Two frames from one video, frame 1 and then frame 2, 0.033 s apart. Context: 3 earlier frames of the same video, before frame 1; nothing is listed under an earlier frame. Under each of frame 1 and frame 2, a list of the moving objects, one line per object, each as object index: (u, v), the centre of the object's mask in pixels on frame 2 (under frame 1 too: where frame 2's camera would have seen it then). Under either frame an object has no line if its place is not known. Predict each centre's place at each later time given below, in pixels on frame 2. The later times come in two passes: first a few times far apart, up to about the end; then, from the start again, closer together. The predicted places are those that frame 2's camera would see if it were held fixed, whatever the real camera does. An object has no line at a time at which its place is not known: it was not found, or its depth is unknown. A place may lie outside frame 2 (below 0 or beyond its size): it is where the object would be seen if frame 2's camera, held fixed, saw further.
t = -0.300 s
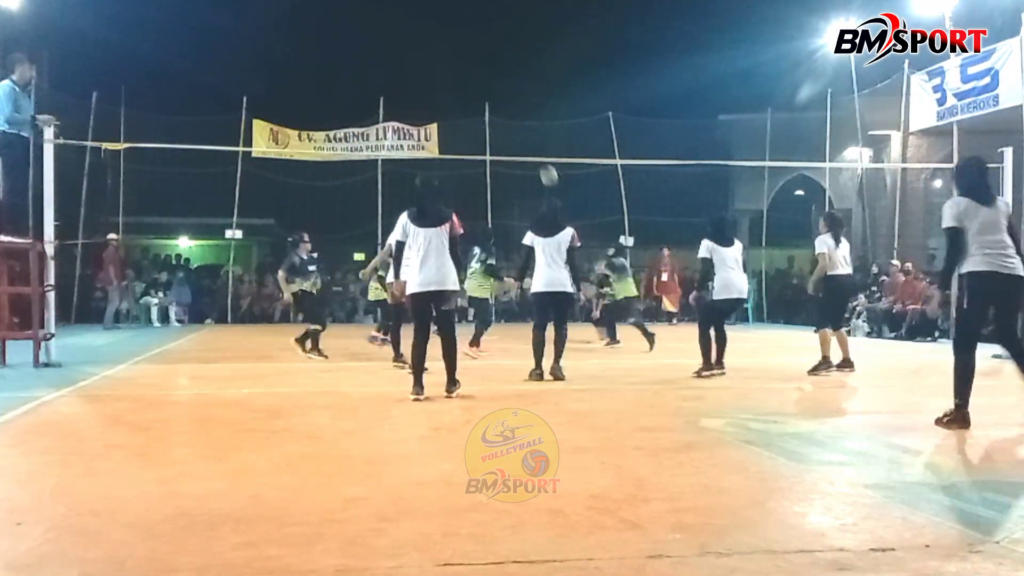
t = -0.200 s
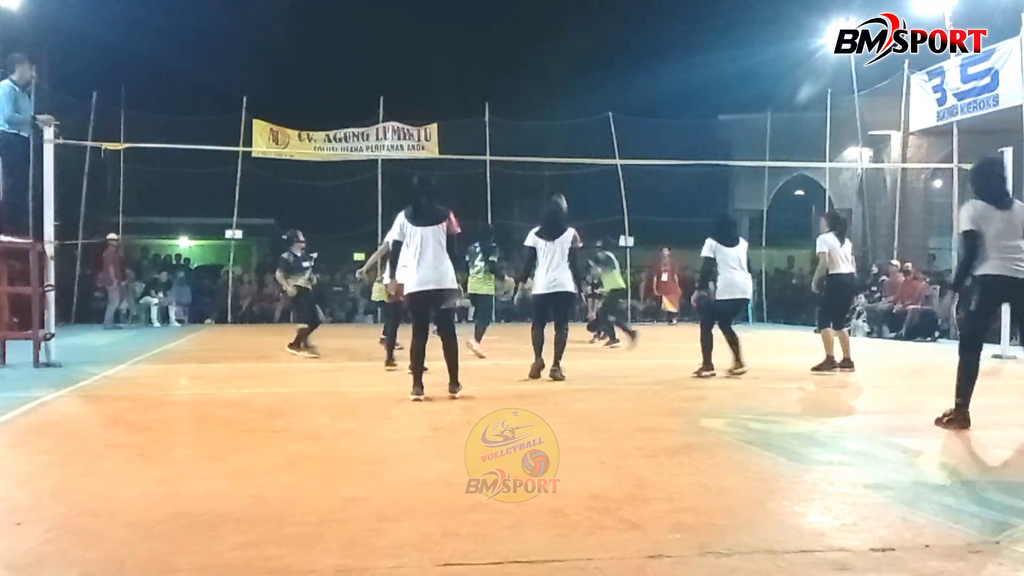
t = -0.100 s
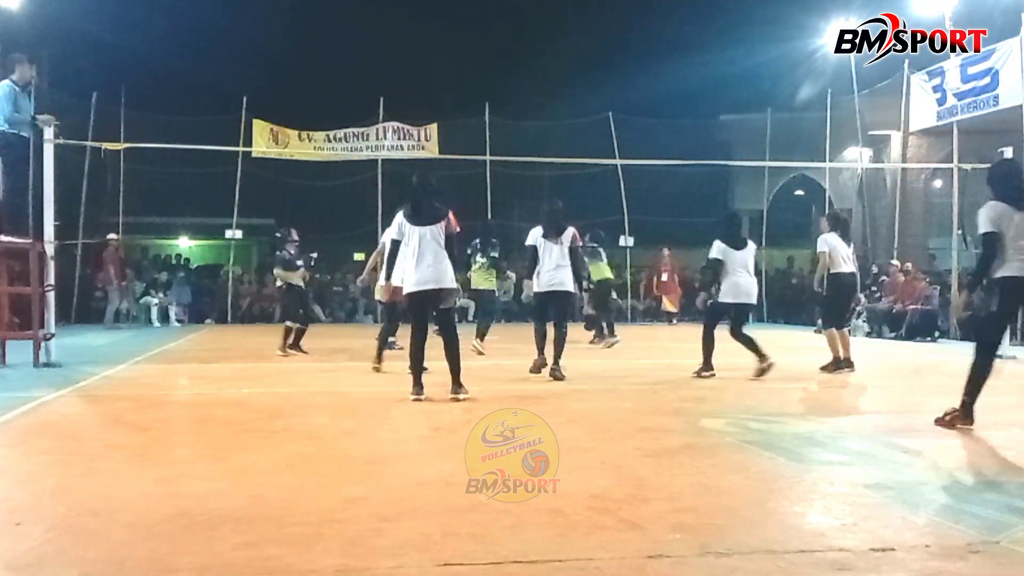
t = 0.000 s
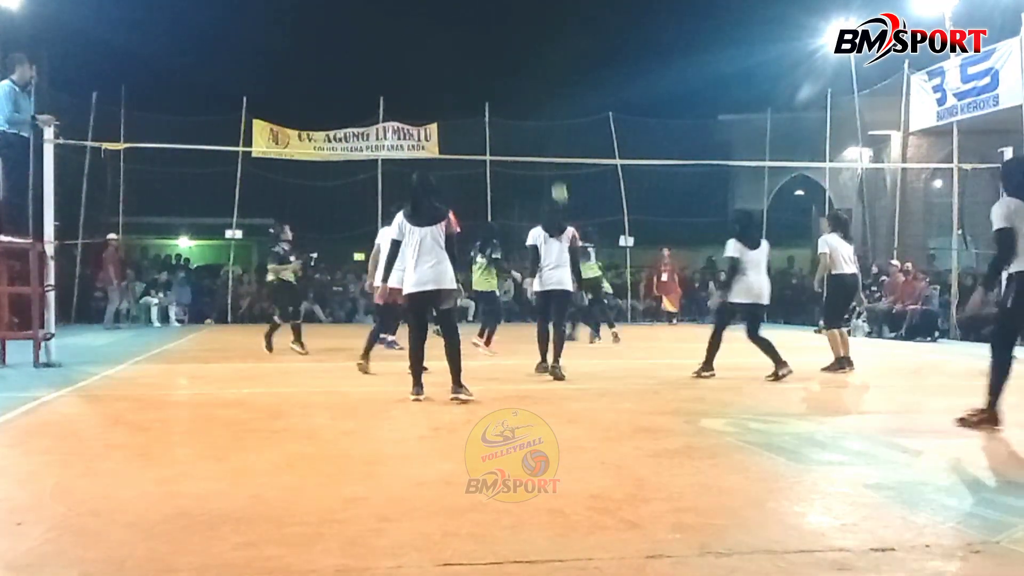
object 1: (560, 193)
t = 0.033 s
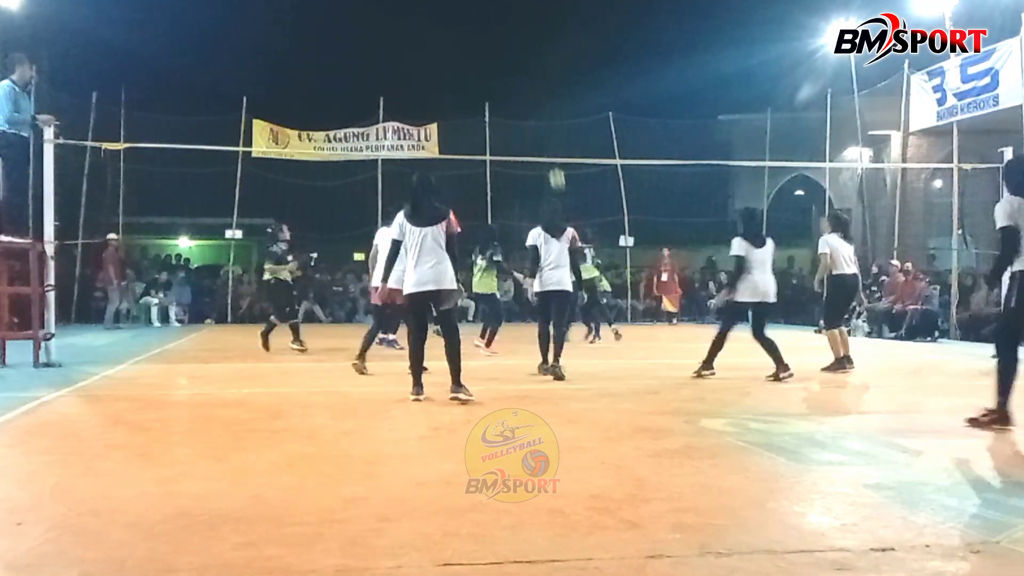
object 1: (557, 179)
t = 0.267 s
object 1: (537, 104)
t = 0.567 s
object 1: (512, 64)
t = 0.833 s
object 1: (488, 86)
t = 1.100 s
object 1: (465, 165)
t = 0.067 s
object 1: (554, 166)
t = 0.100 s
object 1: (551, 151)
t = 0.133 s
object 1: (549, 141)
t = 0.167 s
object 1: (546, 131)
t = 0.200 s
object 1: (543, 121)
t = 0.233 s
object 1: (540, 112)
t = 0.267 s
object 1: (537, 104)
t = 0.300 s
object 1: (534, 96)
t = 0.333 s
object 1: (531, 89)
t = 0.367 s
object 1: (529, 83)
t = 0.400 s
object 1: (526, 78)
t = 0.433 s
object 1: (523, 73)
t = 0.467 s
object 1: (520, 70)
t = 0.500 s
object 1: (517, 67)
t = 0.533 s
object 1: (515, 65)
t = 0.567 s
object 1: (512, 64)
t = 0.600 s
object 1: (509, 64)
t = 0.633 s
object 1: (506, 64)
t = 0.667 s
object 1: (503, 66)
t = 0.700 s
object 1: (500, 68)
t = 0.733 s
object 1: (497, 72)
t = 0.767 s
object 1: (494, 75)
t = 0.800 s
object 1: (492, 80)
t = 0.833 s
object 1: (488, 86)
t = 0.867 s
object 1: (485, 93)
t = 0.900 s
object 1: (483, 101)
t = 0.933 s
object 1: (479, 109)
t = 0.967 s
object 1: (476, 119)
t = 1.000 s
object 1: (474, 129)
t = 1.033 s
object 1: (471, 140)
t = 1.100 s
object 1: (465, 165)
